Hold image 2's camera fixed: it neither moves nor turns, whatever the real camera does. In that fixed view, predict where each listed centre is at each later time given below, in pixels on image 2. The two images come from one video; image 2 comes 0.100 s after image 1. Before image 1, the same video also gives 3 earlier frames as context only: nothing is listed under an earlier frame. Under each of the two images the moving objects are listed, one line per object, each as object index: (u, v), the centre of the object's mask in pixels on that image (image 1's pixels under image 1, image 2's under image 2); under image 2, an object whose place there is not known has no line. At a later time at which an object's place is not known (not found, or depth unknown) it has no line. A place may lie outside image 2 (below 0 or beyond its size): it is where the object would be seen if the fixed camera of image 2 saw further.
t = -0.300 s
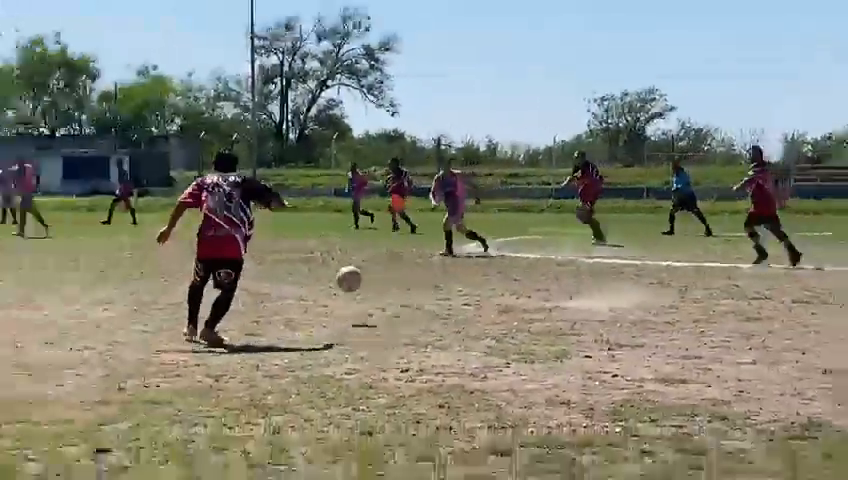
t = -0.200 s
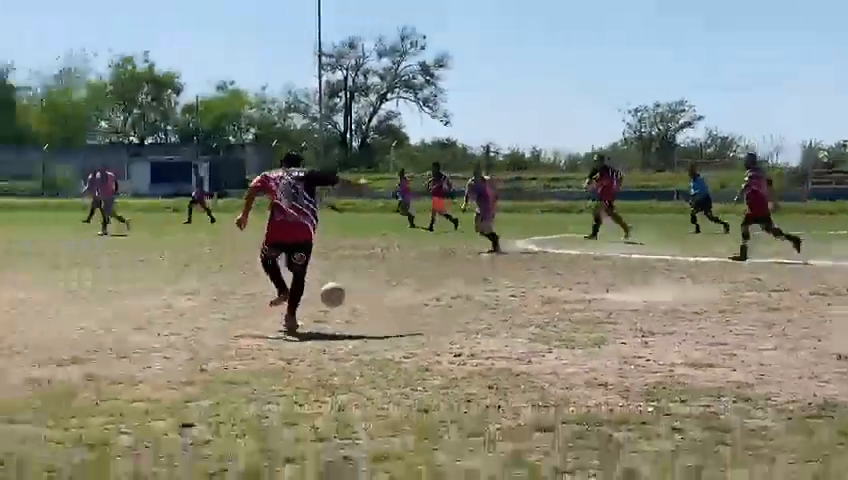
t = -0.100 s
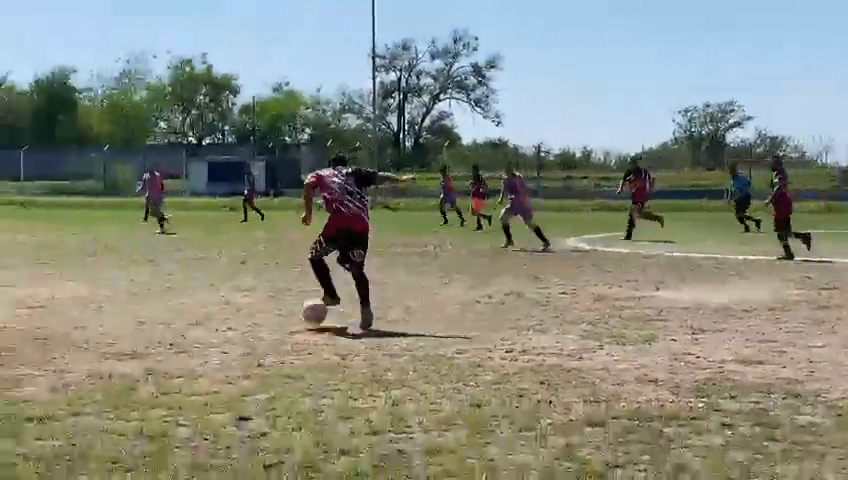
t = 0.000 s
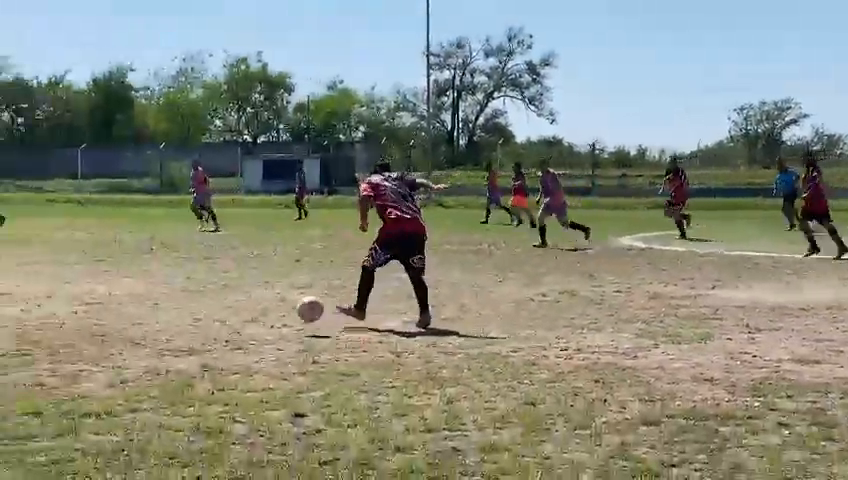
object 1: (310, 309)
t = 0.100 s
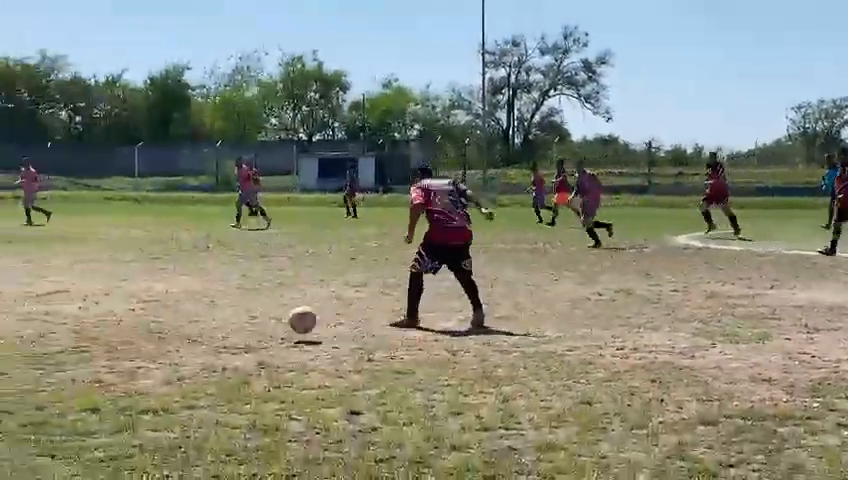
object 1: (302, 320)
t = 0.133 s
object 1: (282, 328)
